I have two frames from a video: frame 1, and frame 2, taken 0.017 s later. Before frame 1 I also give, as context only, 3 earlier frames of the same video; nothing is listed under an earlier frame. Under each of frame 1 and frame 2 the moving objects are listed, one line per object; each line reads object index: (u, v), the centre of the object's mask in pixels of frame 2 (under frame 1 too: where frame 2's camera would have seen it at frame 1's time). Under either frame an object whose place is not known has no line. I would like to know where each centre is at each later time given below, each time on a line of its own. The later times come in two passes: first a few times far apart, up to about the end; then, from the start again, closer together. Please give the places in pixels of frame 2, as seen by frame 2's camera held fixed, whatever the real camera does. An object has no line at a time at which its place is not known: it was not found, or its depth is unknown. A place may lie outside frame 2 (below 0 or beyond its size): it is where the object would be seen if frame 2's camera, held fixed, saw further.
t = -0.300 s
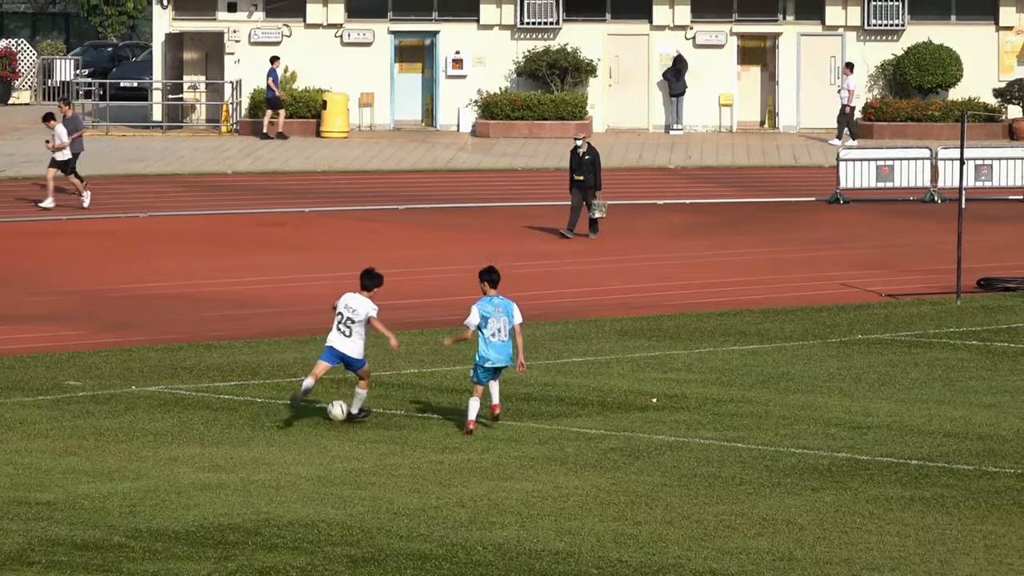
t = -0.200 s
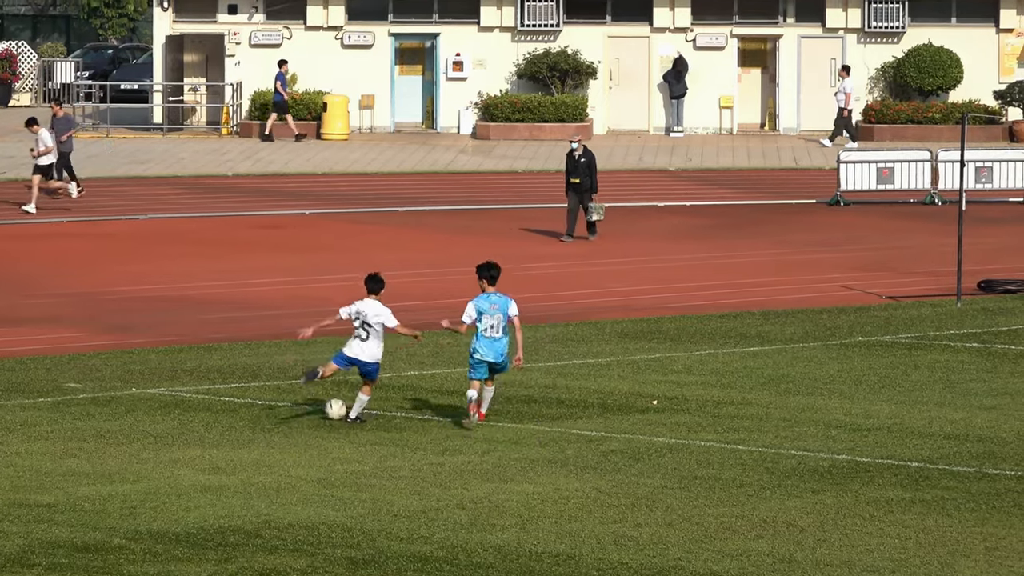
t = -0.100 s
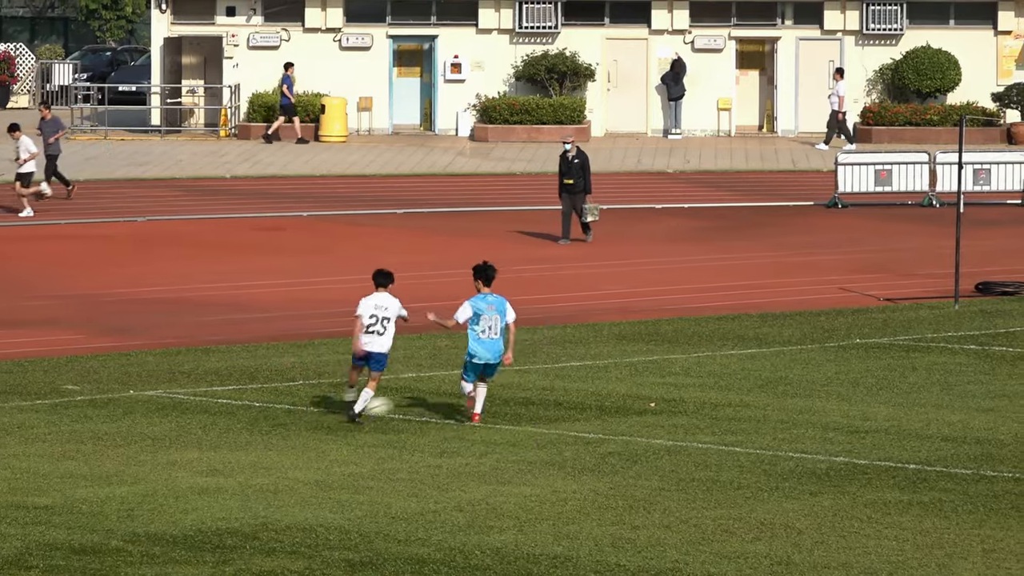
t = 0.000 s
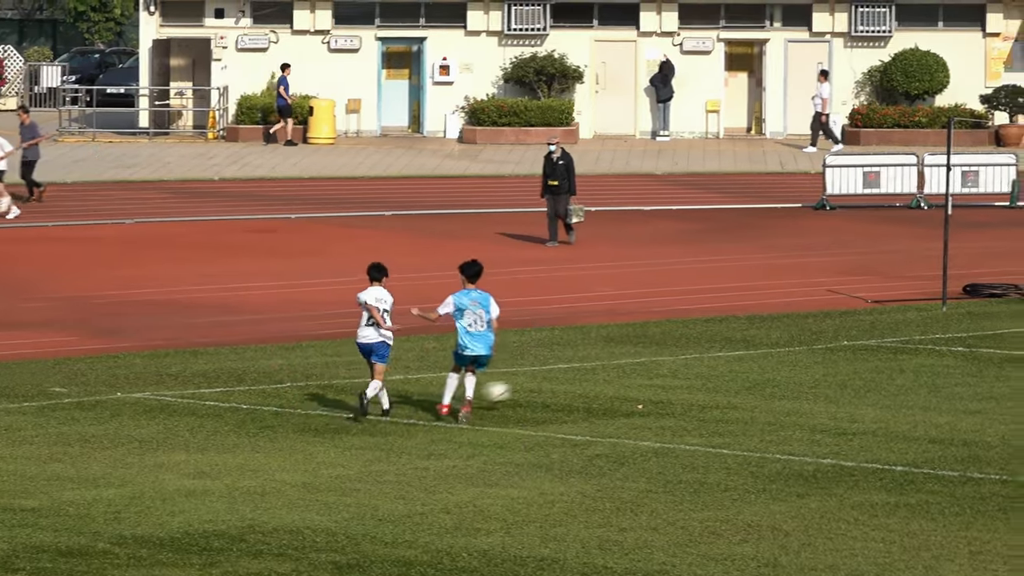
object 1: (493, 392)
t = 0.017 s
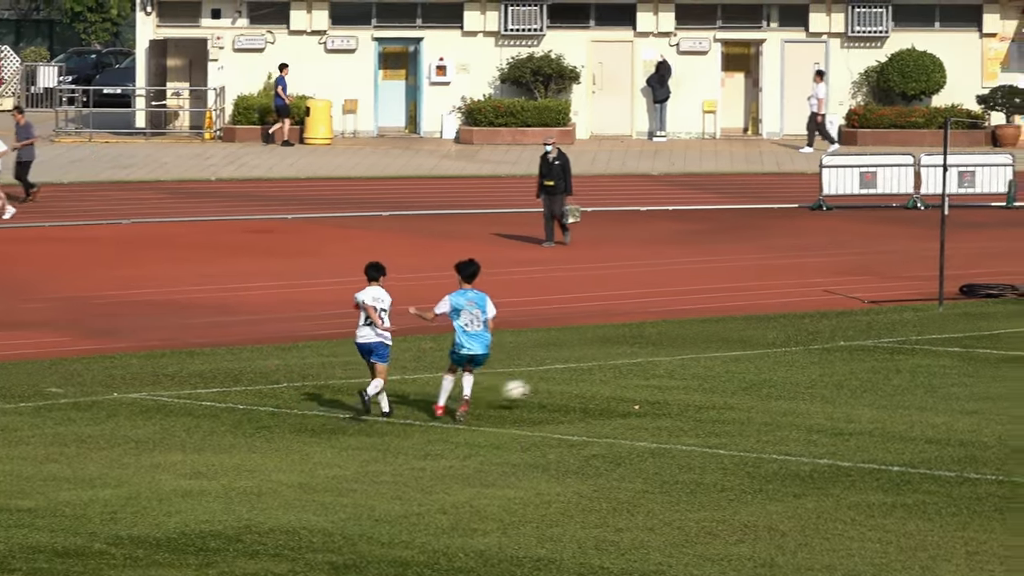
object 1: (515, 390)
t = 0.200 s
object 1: (738, 387)
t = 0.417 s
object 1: (948, 376)
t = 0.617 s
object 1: (1101, 364)
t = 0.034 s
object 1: (536, 388)
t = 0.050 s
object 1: (558, 387)
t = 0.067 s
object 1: (579, 387)
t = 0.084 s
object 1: (600, 387)
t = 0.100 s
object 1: (620, 387)
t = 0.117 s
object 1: (641, 387)
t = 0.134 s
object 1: (662, 388)
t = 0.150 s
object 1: (683, 389)
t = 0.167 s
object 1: (703, 389)
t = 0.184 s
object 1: (722, 389)
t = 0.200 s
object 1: (738, 387)
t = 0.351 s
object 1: (885, 373)
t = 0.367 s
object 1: (900, 374)
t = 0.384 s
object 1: (916, 375)
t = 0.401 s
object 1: (932, 375)
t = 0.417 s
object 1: (948, 376)
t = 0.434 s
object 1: (962, 377)
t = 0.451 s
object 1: (976, 375)
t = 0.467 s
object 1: (988, 373)
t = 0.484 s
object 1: (1001, 371)
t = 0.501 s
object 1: (1014, 369)
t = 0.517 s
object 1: (1026, 367)
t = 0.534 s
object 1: (1038, 366)
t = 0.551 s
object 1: (1051, 365)
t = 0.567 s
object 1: (1064, 364)
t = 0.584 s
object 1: (1076, 363)
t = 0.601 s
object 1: (1088, 363)
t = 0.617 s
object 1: (1101, 364)
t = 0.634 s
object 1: (1113, 364)
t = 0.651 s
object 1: (1125, 365)
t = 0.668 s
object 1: (1138, 366)
